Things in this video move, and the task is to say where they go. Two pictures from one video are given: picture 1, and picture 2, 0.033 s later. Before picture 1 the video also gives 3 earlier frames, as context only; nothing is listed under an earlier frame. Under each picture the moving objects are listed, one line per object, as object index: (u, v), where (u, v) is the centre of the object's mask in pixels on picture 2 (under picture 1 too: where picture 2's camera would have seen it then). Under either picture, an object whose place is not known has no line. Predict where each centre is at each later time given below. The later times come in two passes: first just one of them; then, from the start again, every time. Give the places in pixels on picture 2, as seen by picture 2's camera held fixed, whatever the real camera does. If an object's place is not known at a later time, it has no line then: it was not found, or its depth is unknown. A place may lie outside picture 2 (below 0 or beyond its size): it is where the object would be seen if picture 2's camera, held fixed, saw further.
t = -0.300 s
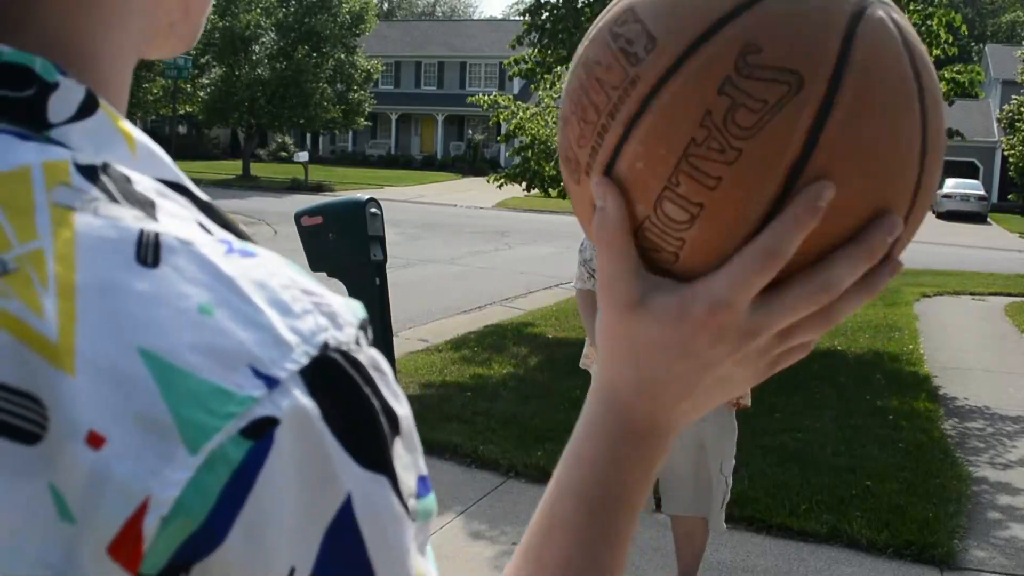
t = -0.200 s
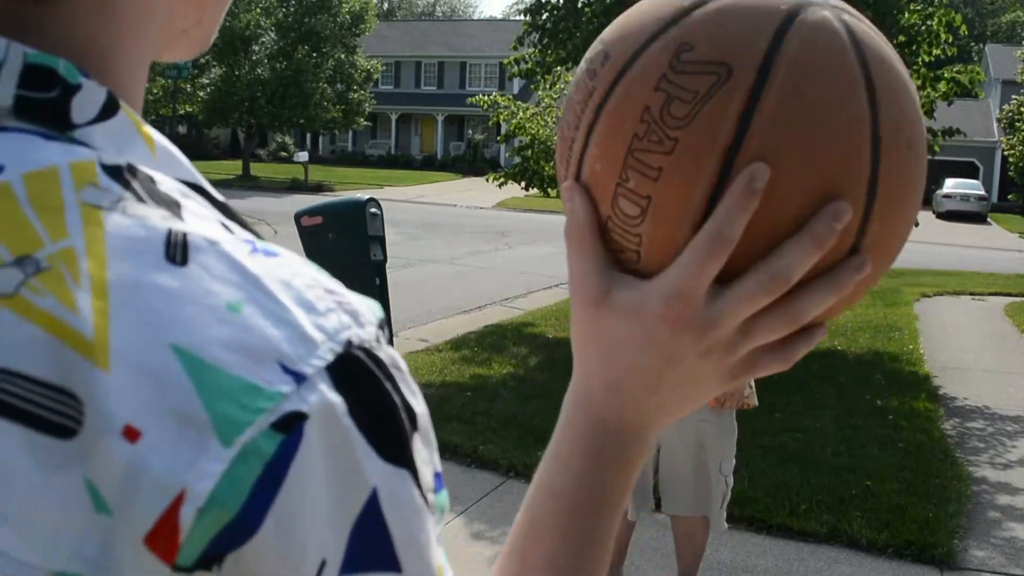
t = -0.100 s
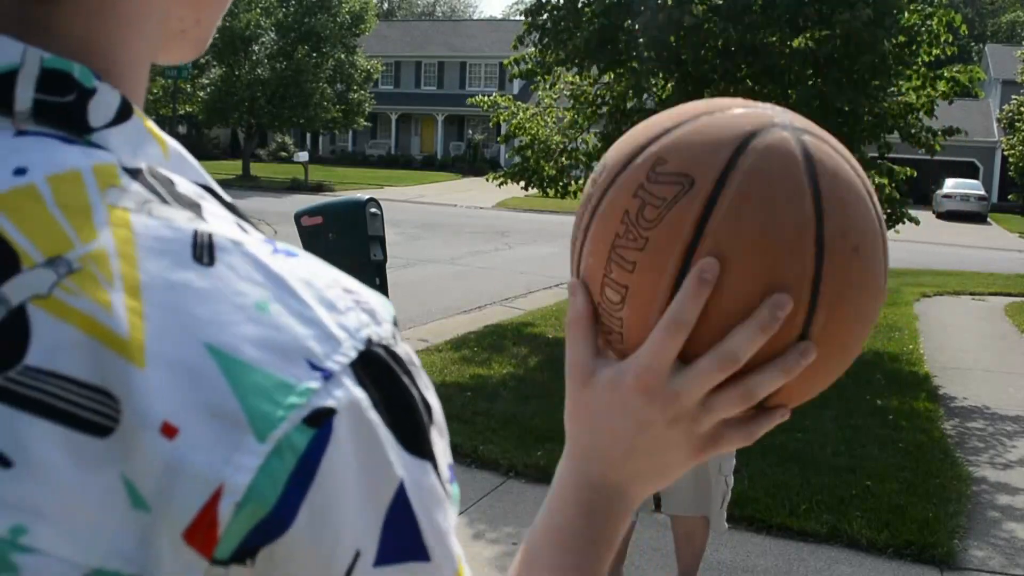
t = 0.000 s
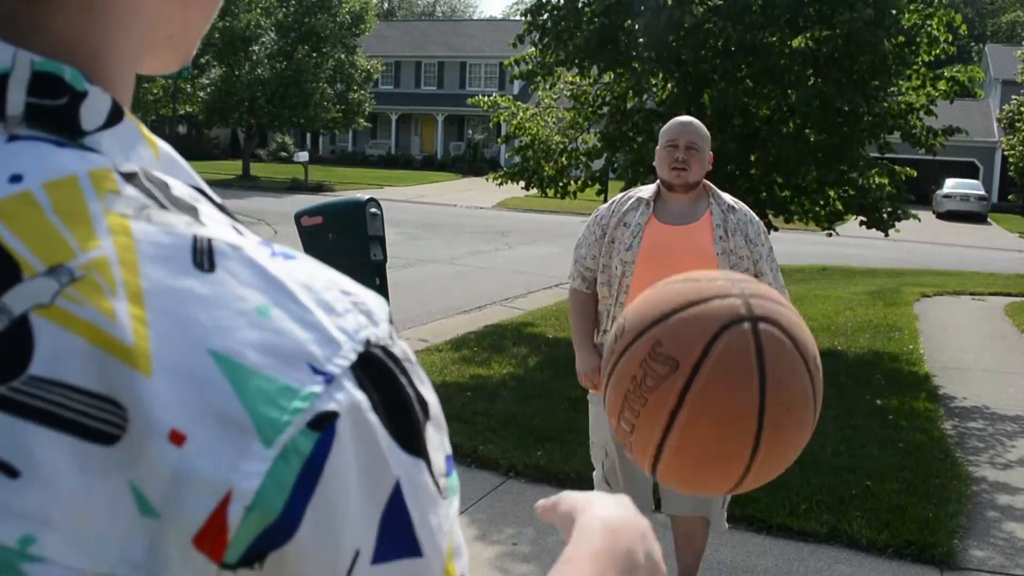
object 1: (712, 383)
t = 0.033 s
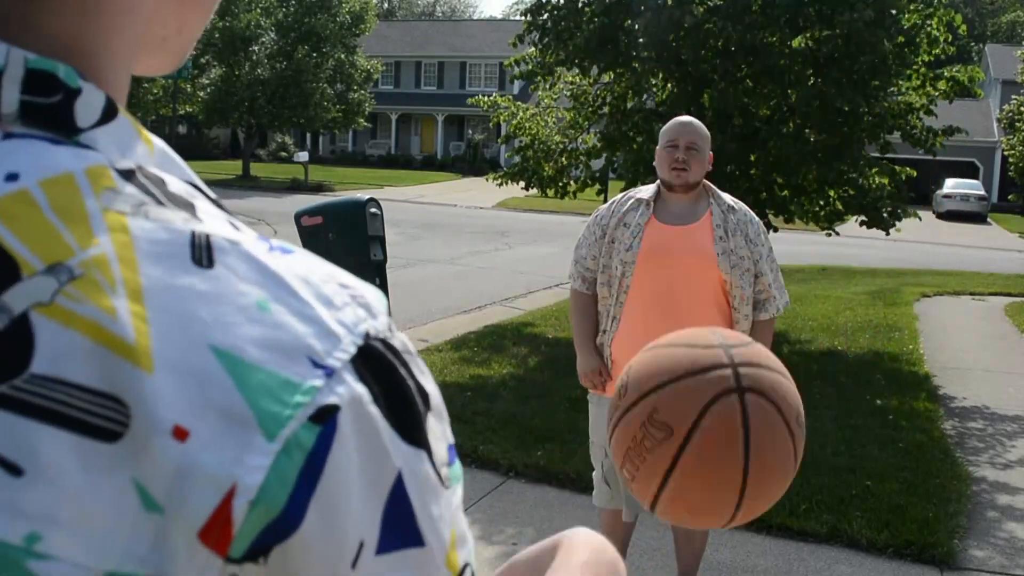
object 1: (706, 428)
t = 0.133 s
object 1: (693, 535)
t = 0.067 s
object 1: (701, 472)
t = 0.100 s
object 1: (698, 509)
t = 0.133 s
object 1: (693, 535)
